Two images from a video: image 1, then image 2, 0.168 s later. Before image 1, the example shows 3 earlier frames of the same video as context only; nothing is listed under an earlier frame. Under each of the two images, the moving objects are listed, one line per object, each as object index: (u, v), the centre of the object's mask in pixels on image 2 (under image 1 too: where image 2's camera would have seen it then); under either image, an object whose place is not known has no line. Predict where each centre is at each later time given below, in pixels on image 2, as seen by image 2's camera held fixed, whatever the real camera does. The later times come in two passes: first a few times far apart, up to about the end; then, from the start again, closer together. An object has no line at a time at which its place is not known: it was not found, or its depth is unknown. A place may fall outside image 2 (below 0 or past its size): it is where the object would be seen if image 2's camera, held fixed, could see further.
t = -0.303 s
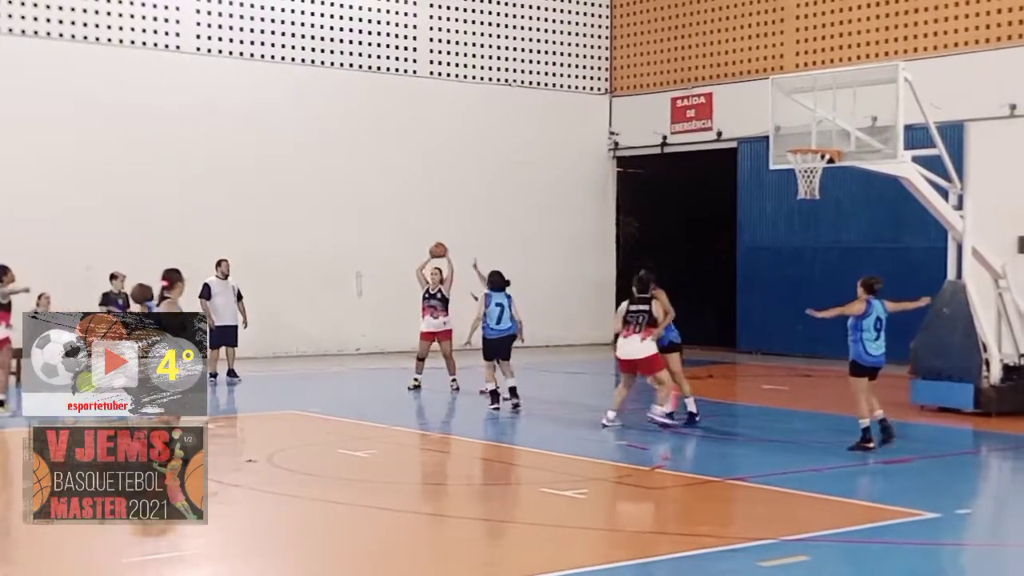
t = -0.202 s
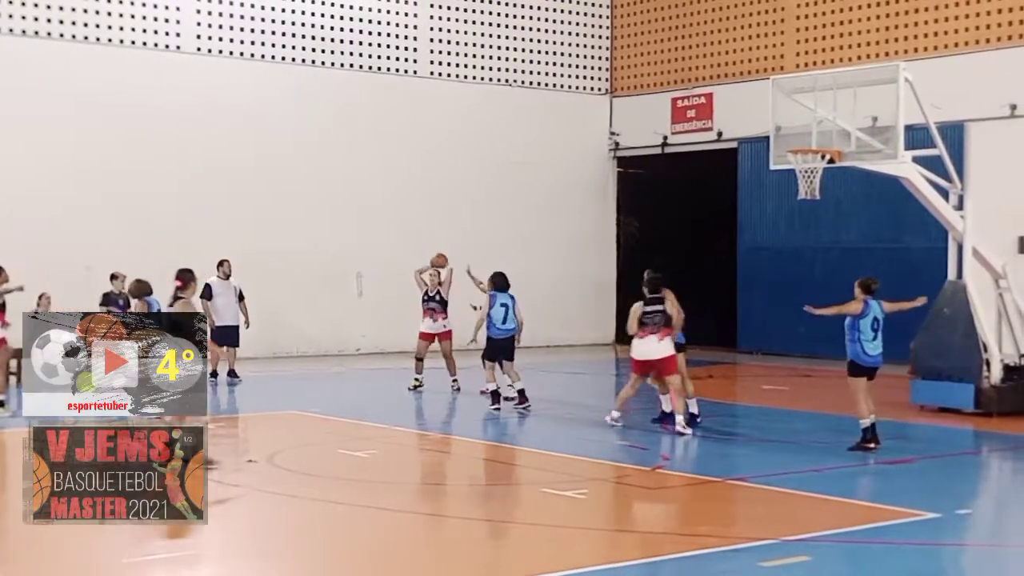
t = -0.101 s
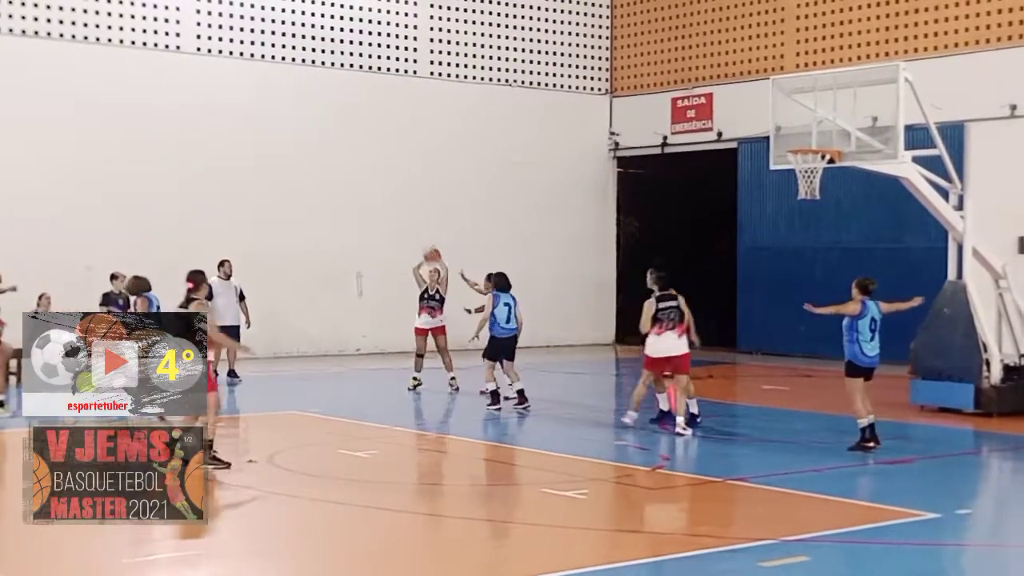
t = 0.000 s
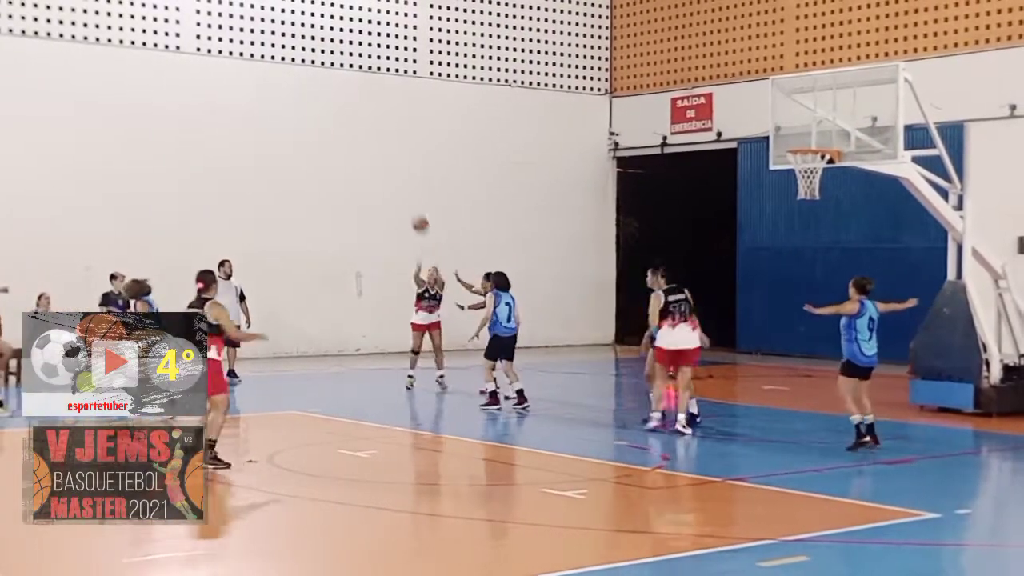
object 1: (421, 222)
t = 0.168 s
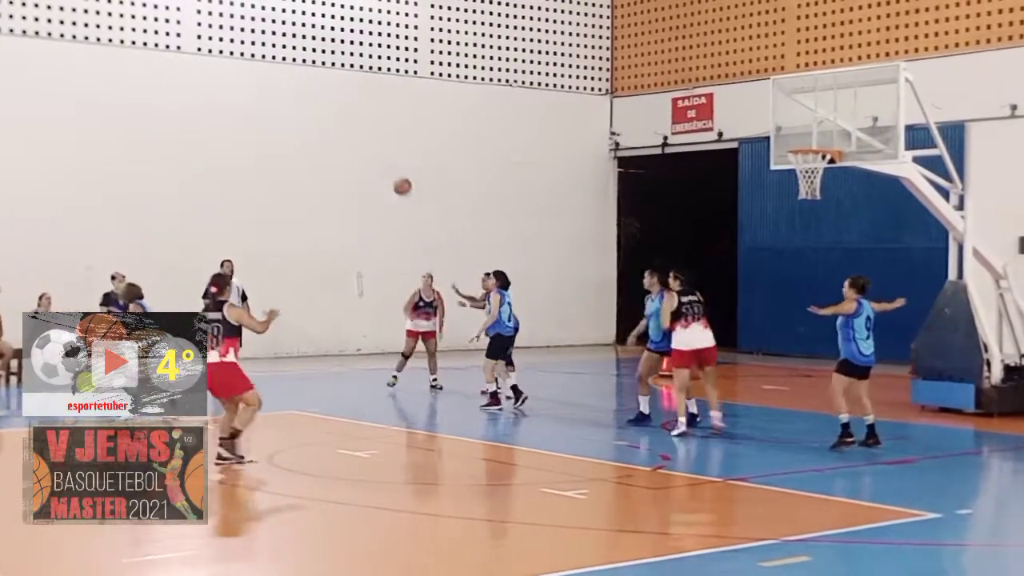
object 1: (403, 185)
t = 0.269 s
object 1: (390, 170)
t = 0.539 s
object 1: (353, 172)
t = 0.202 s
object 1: (399, 179)
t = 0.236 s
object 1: (394, 174)
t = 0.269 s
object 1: (390, 170)
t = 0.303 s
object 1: (386, 167)
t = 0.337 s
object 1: (381, 165)
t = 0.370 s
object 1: (377, 163)
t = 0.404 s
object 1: (372, 163)
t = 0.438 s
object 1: (368, 164)
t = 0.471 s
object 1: (363, 165)
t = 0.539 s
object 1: (353, 172)
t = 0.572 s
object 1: (348, 176)
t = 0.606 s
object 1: (343, 183)
